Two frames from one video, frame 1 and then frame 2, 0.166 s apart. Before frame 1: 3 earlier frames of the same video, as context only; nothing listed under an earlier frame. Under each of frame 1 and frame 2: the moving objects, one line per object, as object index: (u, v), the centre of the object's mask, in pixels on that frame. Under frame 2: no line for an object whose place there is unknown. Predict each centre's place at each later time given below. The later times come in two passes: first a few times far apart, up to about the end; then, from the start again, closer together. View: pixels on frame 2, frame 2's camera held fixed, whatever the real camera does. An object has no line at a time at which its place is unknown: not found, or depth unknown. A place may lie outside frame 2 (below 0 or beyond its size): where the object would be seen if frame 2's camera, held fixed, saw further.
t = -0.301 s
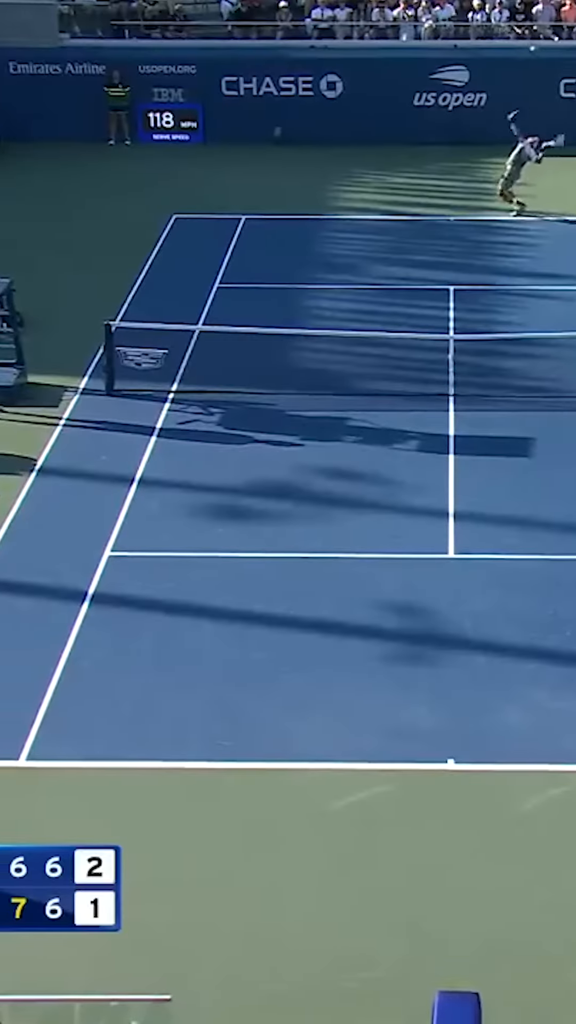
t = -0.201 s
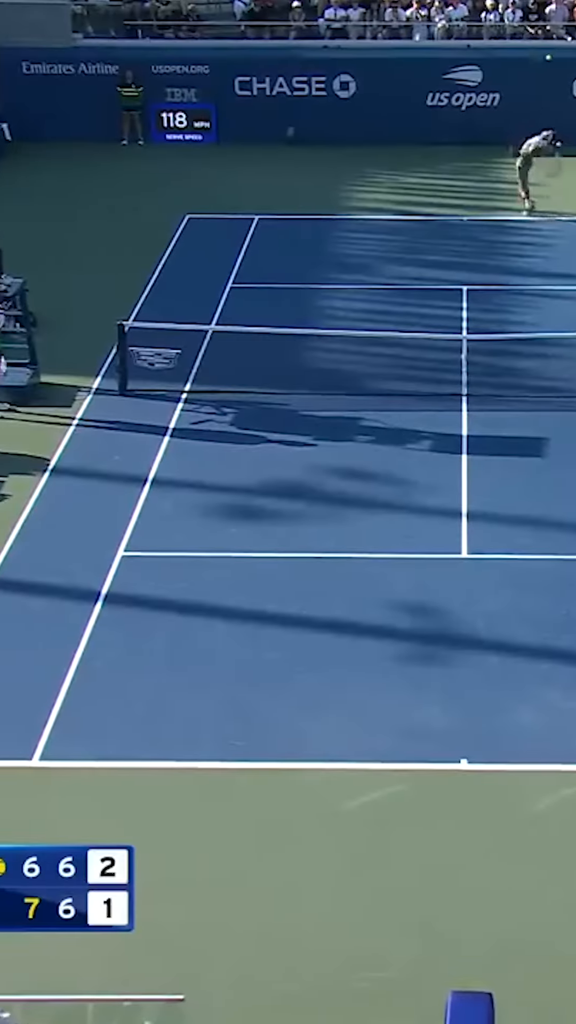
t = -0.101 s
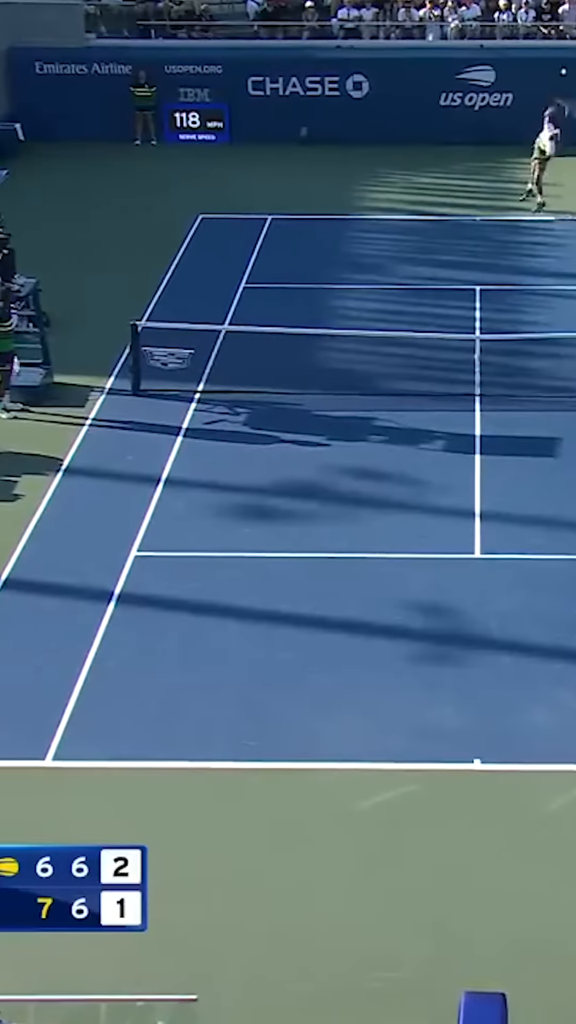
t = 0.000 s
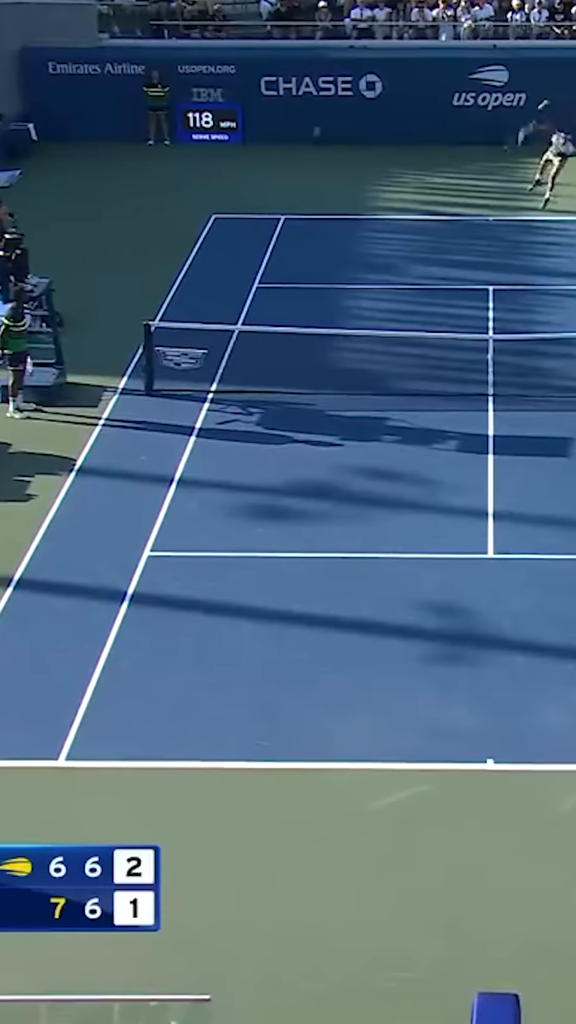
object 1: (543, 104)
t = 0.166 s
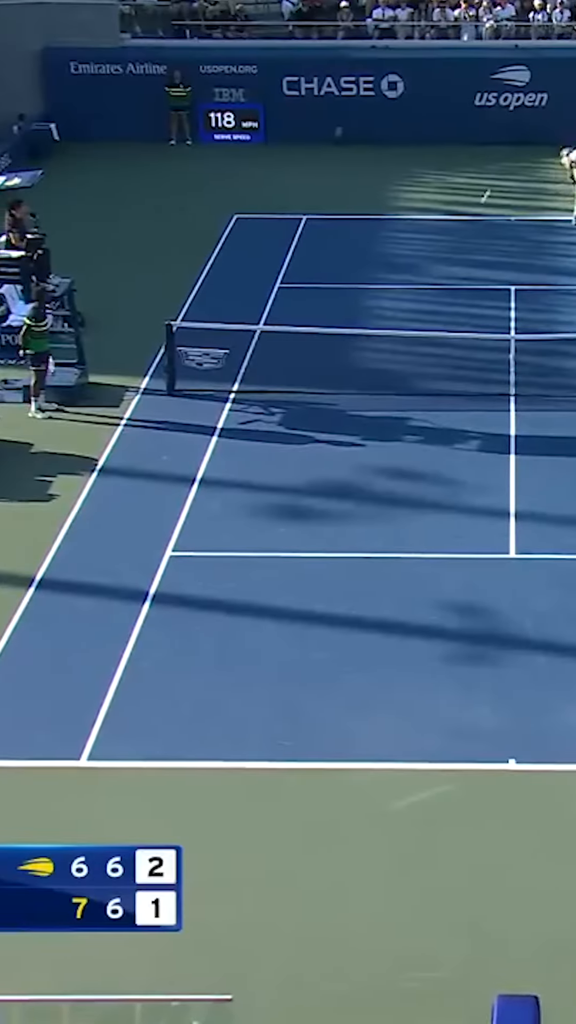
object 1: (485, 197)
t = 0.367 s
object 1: (401, 360)
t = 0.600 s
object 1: (311, 501)
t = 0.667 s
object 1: (280, 502)
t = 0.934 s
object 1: (157, 568)
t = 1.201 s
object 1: (32, 740)
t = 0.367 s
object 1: (401, 360)
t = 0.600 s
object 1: (311, 501)
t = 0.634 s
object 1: (295, 501)
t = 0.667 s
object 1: (280, 502)
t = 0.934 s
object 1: (157, 568)
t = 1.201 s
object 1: (32, 740)
